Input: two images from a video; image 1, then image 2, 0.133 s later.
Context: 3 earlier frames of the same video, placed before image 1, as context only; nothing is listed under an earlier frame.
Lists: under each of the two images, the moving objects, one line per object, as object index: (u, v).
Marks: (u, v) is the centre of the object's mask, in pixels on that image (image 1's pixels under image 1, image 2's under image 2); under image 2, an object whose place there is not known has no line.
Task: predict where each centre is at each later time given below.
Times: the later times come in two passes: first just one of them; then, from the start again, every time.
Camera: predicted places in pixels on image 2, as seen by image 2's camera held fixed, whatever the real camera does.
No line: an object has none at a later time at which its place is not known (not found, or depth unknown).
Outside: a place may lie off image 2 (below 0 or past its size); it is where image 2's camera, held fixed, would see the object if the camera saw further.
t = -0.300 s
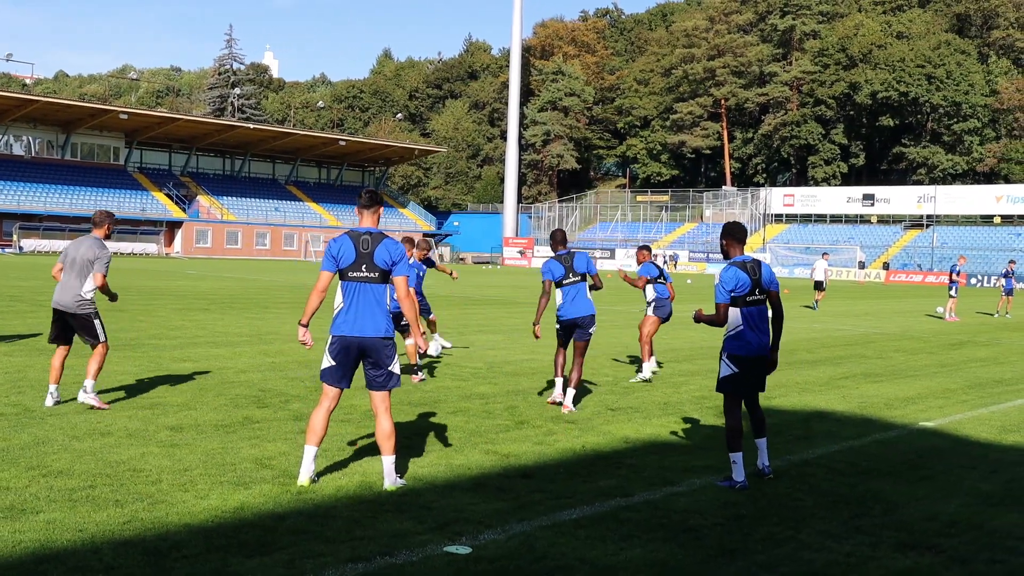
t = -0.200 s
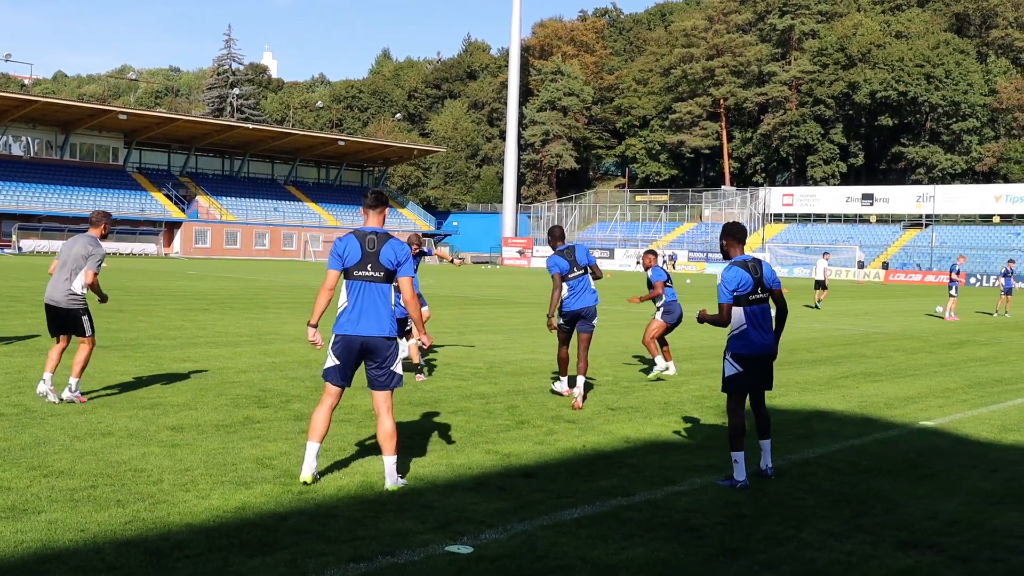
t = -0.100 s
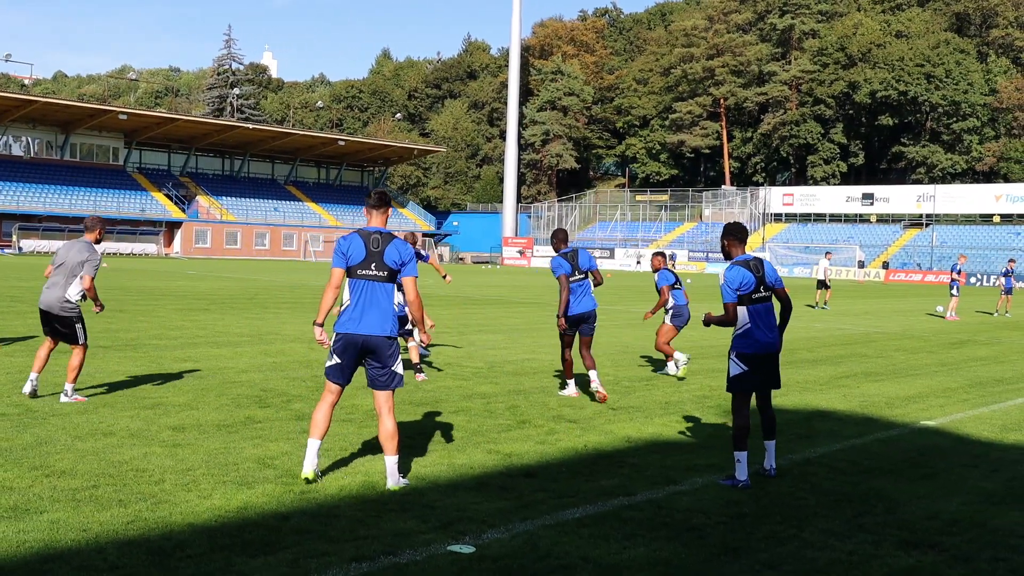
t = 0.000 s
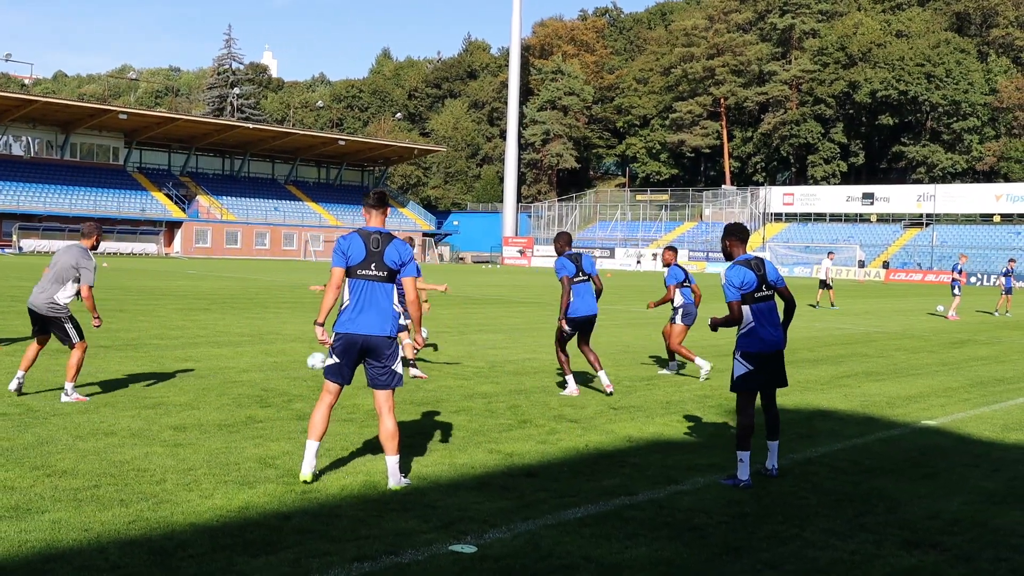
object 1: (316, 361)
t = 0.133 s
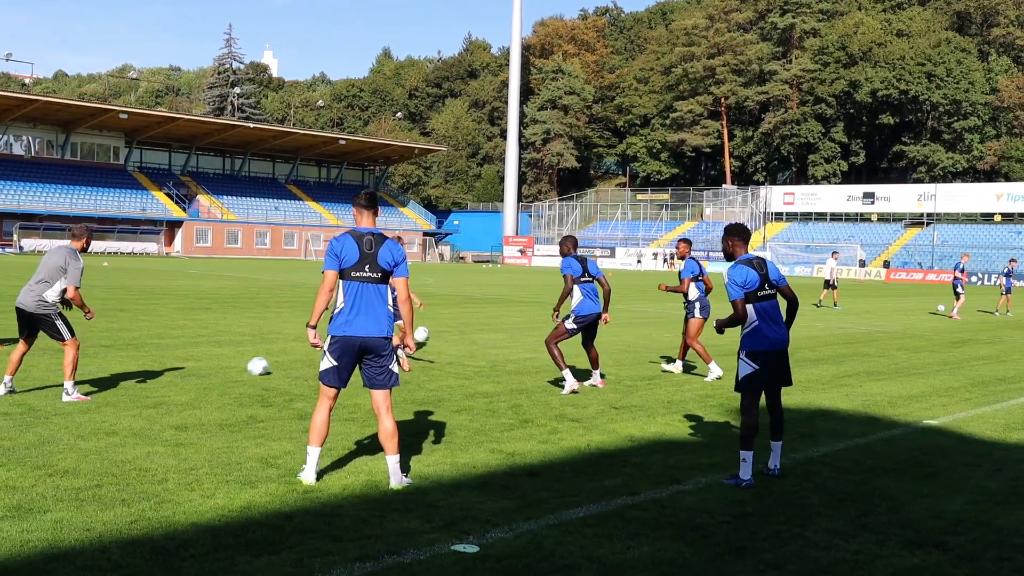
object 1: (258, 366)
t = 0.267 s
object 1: (197, 370)
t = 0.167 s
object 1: (243, 368)
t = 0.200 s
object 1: (228, 368)
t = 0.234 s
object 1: (213, 369)
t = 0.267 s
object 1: (197, 370)
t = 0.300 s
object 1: (182, 372)
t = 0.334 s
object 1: (166, 375)
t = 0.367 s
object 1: (151, 375)
